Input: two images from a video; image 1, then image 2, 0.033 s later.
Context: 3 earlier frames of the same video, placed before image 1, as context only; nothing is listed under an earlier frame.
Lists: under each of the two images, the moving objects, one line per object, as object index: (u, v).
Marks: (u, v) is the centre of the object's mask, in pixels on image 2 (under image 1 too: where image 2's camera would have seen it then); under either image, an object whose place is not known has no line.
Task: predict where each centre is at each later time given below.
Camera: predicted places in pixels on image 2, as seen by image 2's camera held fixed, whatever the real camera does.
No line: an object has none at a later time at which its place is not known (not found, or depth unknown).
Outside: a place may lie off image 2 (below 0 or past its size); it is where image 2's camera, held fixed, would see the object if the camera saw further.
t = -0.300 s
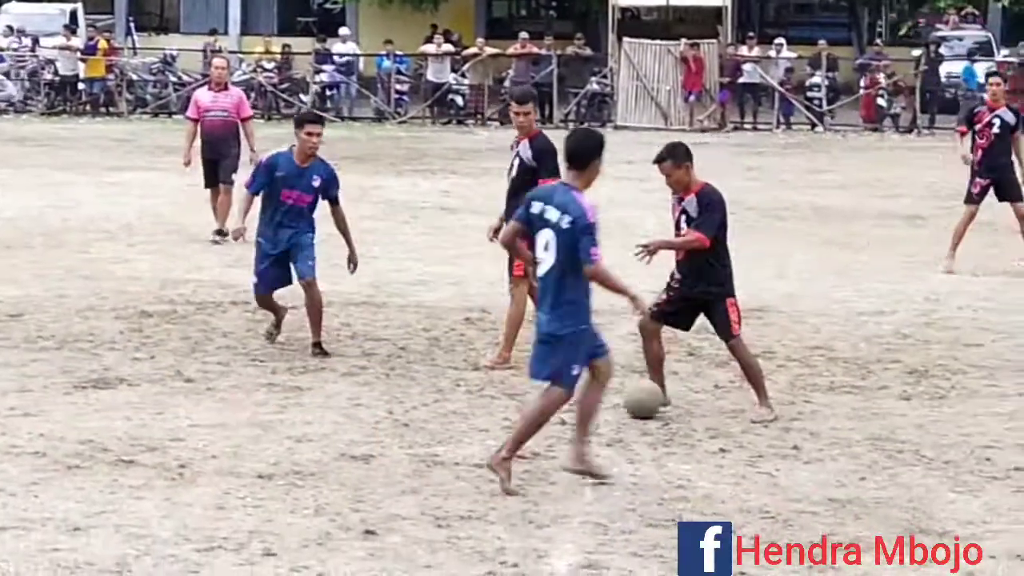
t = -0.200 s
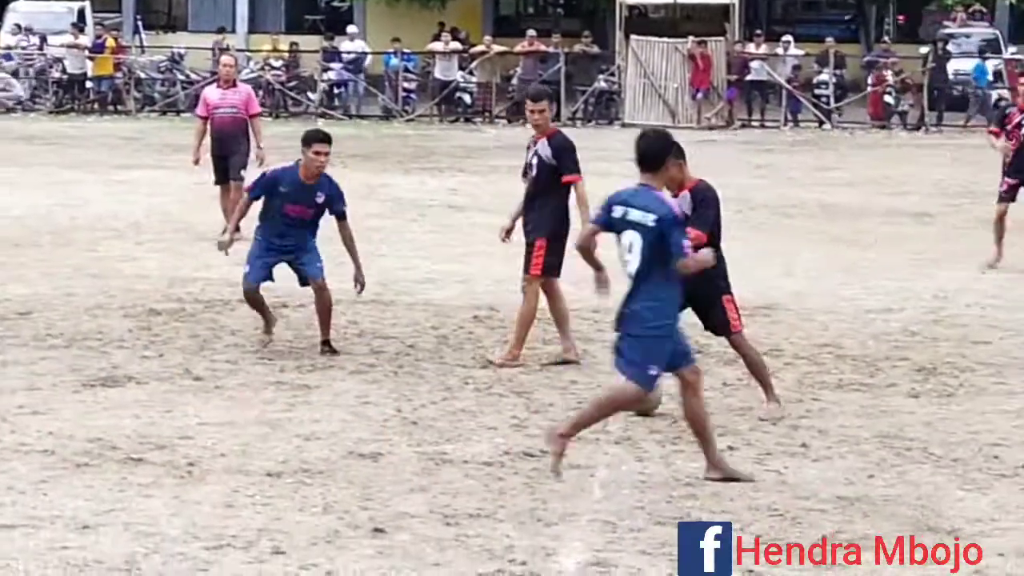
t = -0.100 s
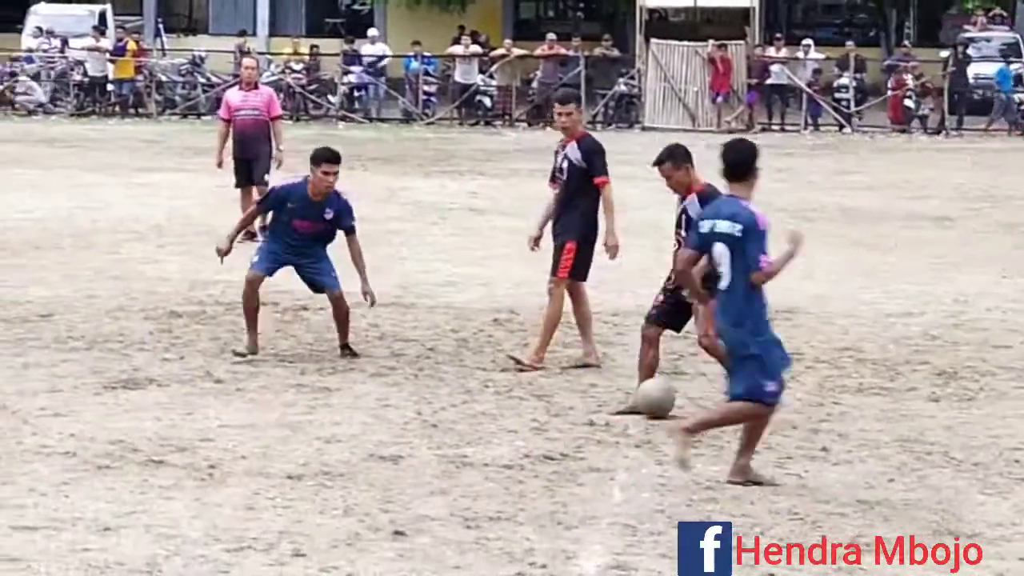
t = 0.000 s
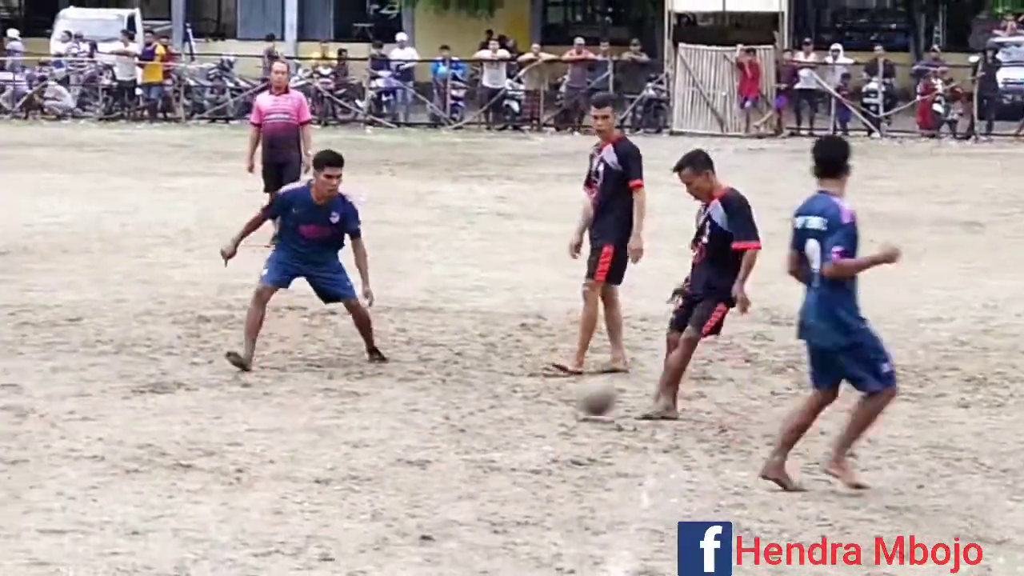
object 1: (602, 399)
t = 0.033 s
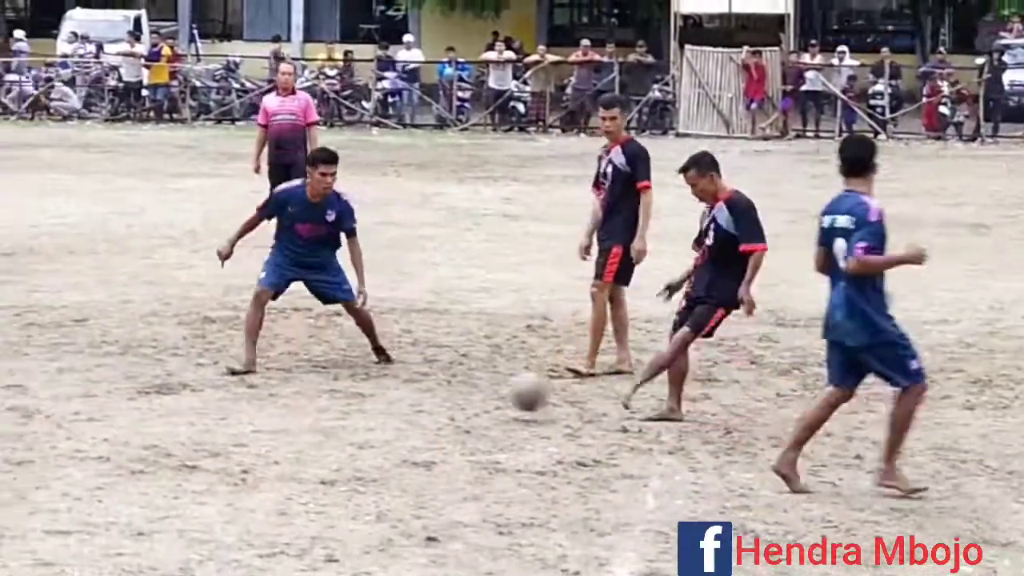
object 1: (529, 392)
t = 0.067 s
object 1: (456, 388)
